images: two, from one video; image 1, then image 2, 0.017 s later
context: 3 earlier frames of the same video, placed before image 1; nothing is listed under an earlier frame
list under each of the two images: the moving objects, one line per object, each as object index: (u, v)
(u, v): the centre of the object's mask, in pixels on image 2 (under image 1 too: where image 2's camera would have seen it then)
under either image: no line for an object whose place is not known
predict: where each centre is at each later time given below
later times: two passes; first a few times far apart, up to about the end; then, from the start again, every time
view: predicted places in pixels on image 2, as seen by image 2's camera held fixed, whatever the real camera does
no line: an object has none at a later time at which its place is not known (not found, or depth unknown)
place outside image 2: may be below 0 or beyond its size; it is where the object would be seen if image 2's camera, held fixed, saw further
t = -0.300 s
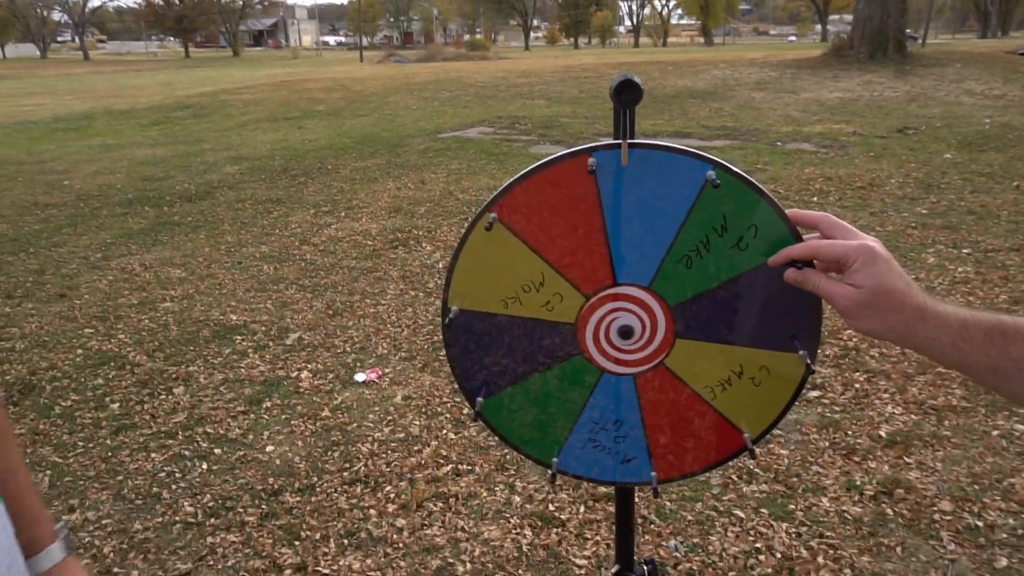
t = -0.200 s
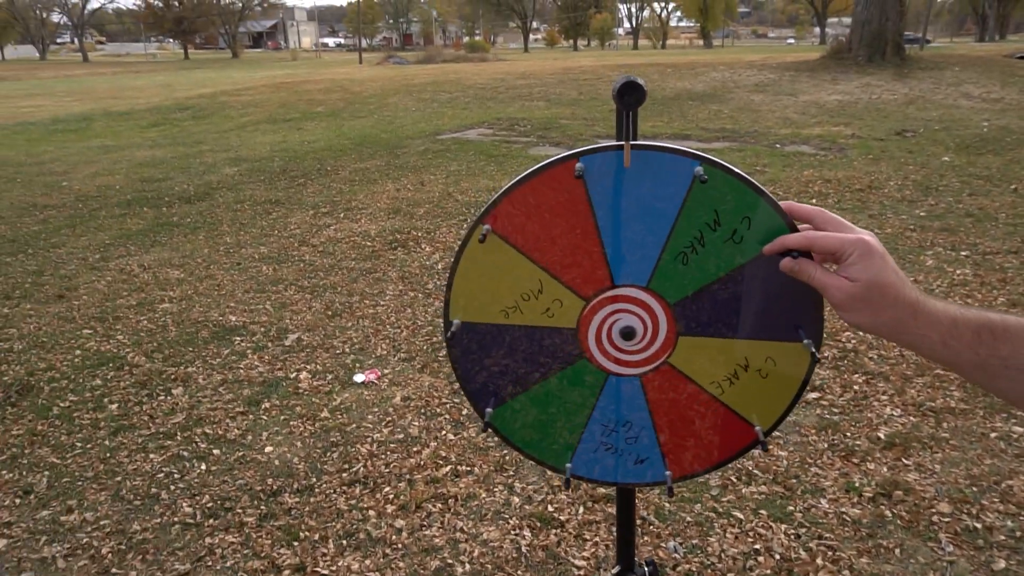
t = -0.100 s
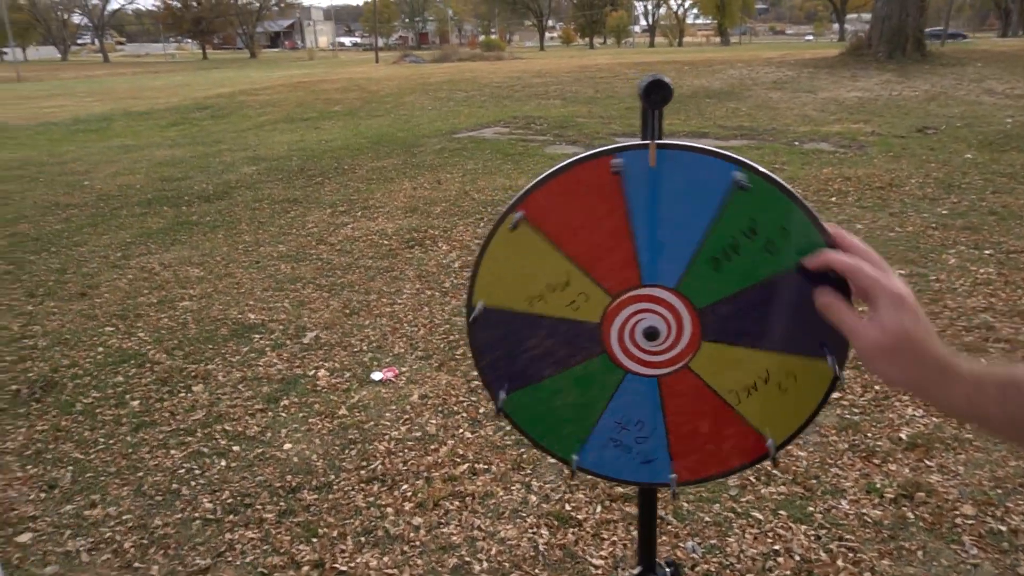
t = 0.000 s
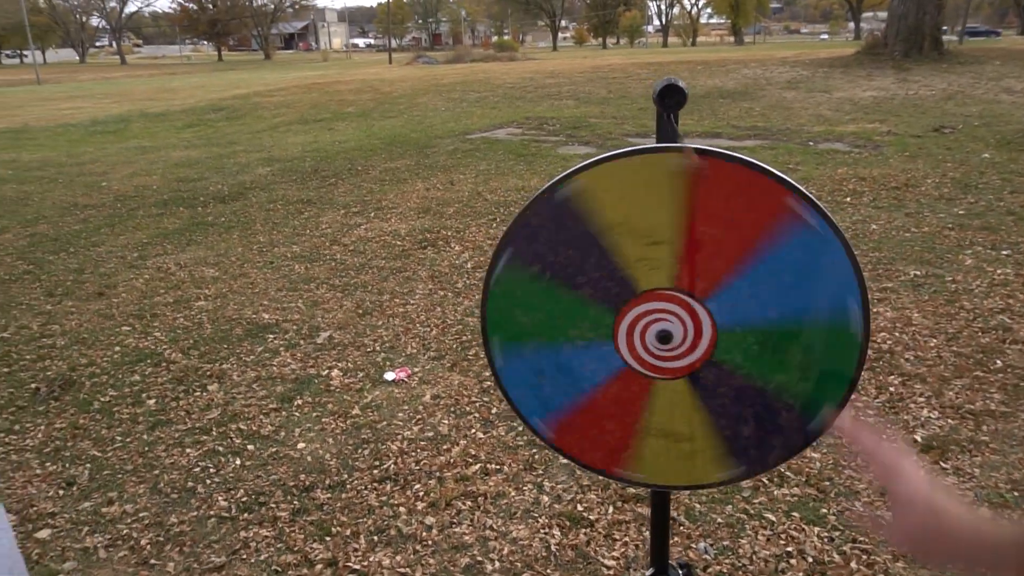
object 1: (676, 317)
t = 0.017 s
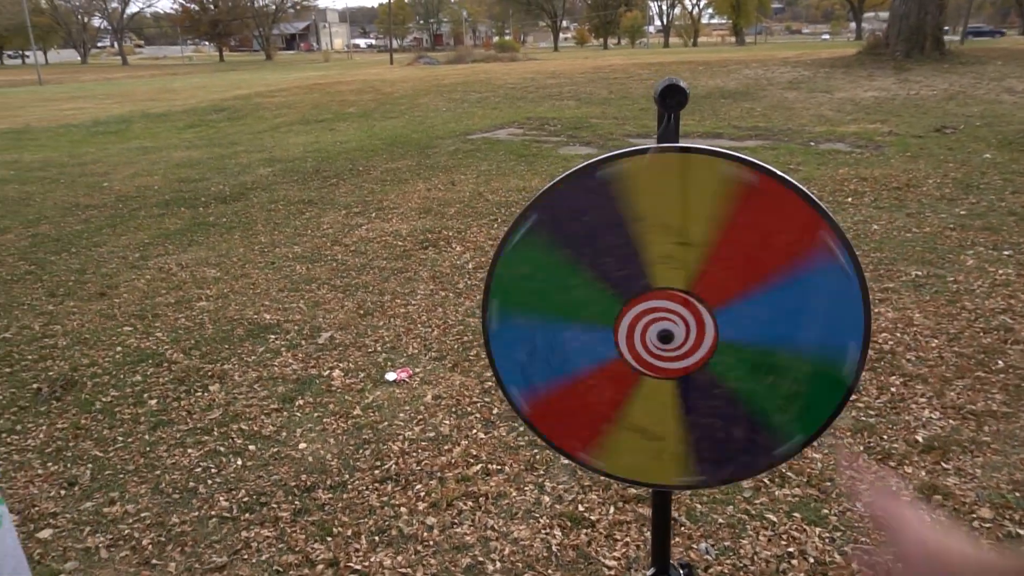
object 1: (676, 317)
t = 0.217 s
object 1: (669, 315)
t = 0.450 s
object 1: (667, 316)
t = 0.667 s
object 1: (667, 316)
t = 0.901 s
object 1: (666, 316)
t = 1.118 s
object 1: (661, 315)
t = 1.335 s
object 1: (663, 315)
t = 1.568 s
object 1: (659, 316)
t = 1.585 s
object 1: (659, 316)
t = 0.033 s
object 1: (676, 316)
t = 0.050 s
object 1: (674, 316)
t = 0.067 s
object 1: (673, 317)
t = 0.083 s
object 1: (671, 316)
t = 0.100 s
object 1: (670, 316)
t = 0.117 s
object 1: (668, 315)
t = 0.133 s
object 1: (665, 315)
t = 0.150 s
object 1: (664, 315)
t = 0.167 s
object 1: (664, 315)
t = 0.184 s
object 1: (665, 315)
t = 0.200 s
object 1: (667, 315)
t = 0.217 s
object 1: (669, 315)
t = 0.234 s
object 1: (670, 315)
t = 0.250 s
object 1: (668, 315)
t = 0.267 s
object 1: (670, 315)
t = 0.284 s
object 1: (672, 315)
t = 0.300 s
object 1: (672, 315)
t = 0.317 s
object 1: (670, 315)
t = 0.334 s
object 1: (670, 316)
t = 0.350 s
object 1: (669, 315)
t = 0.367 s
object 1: (668, 315)
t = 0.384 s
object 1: (667, 315)
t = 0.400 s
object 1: (667, 316)
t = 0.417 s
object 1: (667, 316)
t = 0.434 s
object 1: (667, 316)
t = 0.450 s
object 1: (667, 316)
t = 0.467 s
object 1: (667, 315)
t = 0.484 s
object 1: (667, 315)
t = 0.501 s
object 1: (667, 315)
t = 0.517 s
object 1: (667, 315)
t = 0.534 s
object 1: (667, 315)
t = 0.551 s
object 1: (668, 315)
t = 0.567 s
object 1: (668, 315)
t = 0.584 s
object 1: (668, 315)
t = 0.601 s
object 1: (668, 315)
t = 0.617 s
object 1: (668, 315)
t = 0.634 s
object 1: (668, 316)
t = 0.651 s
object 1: (668, 316)
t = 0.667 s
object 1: (667, 316)
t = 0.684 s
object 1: (666, 316)
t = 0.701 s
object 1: (666, 316)
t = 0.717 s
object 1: (665, 315)
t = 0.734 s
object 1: (665, 315)
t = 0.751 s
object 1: (664, 315)
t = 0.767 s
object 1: (664, 315)
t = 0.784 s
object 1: (665, 315)
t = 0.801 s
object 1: (665, 315)
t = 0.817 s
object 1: (665, 315)
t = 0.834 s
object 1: (665, 315)
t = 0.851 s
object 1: (666, 315)
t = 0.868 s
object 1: (666, 316)
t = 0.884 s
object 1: (666, 316)
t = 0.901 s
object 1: (666, 316)
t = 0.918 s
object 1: (668, 315)
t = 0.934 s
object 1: (669, 316)
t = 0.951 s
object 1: (669, 316)
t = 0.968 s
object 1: (668, 316)
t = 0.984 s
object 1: (665, 316)
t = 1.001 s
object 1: (664, 315)
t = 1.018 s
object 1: (662, 315)
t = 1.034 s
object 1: (660, 315)
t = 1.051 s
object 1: (662, 315)
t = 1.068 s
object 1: (661, 316)
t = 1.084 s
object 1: (659, 315)
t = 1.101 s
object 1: (660, 315)
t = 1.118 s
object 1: (661, 315)
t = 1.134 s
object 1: (662, 316)
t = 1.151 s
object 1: (664, 316)
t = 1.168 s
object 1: (665, 316)
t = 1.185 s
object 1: (664, 315)
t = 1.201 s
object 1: (665, 316)
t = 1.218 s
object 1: (668, 316)
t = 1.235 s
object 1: (666, 316)
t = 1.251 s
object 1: (666, 315)
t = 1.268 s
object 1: (665, 315)
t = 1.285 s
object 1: (664, 315)
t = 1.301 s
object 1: (663, 315)
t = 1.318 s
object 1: (663, 315)
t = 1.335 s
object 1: (663, 315)
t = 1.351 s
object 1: (663, 316)
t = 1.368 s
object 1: (663, 315)
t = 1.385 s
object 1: (663, 316)
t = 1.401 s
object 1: (663, 316)
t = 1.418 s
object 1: (662, 316)
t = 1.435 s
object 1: (662, 316)
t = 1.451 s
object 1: (662, 316)
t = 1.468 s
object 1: (661, 316)
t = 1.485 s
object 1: (660, 316)
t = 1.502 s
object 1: (660, 316)
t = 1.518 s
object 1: (659, 316)
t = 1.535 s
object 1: (659, 315)
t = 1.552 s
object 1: (659, 316)
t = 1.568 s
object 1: (659, 316)
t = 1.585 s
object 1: (659, 316)
